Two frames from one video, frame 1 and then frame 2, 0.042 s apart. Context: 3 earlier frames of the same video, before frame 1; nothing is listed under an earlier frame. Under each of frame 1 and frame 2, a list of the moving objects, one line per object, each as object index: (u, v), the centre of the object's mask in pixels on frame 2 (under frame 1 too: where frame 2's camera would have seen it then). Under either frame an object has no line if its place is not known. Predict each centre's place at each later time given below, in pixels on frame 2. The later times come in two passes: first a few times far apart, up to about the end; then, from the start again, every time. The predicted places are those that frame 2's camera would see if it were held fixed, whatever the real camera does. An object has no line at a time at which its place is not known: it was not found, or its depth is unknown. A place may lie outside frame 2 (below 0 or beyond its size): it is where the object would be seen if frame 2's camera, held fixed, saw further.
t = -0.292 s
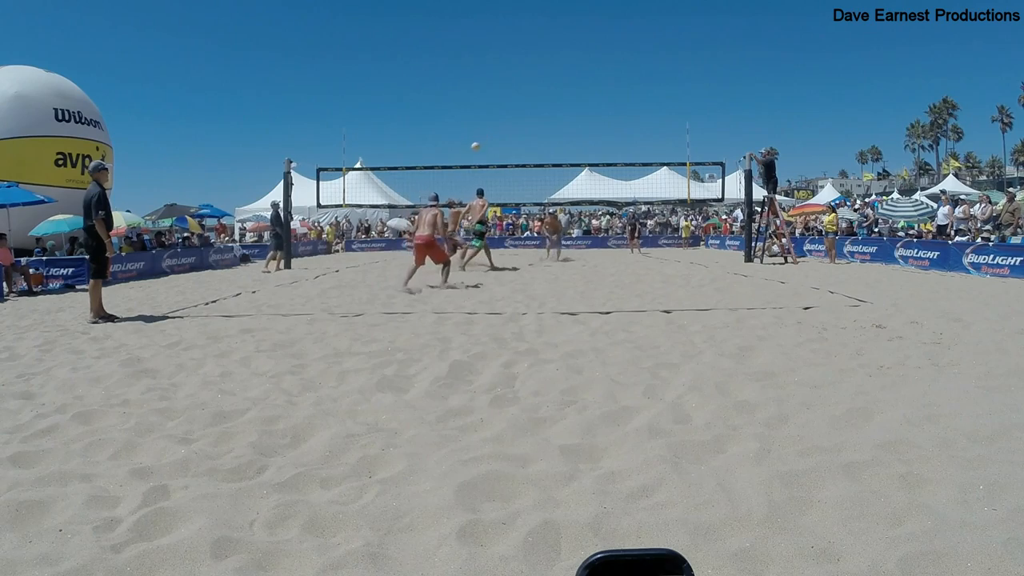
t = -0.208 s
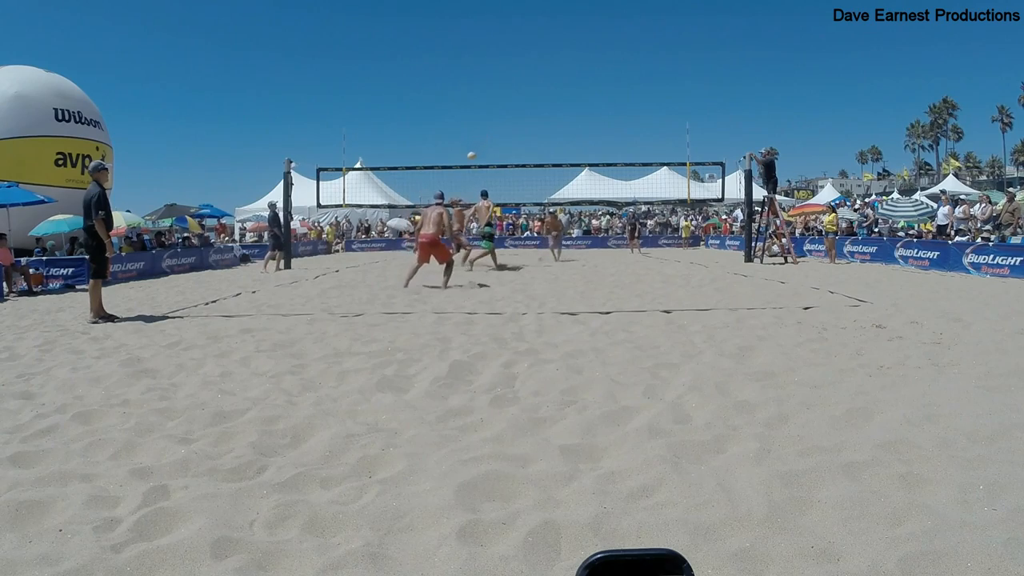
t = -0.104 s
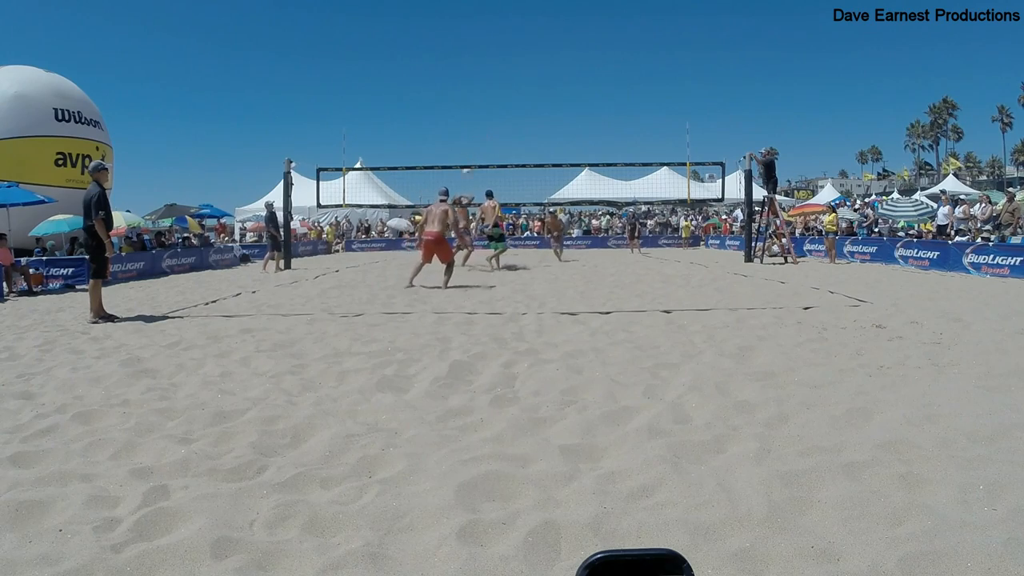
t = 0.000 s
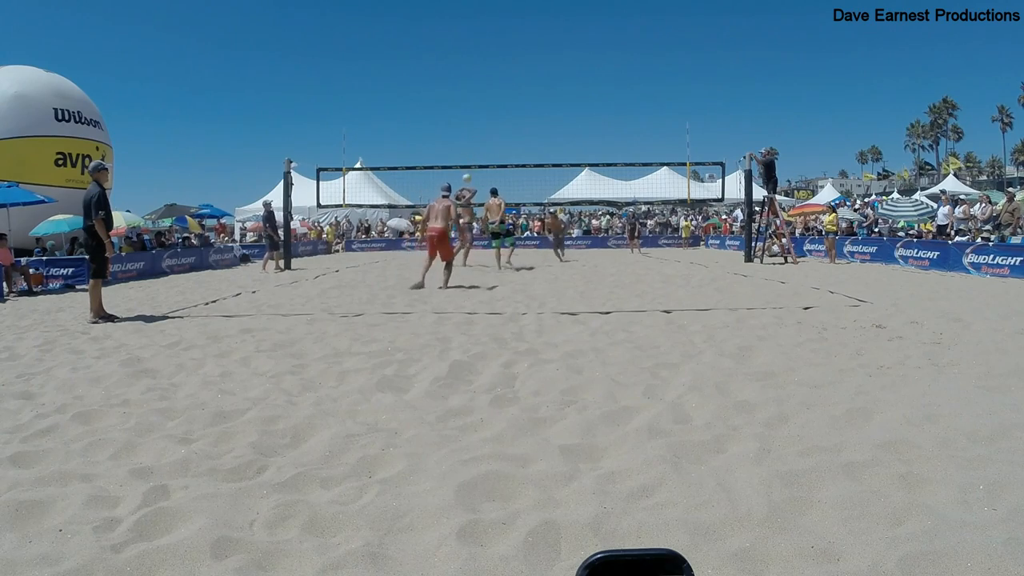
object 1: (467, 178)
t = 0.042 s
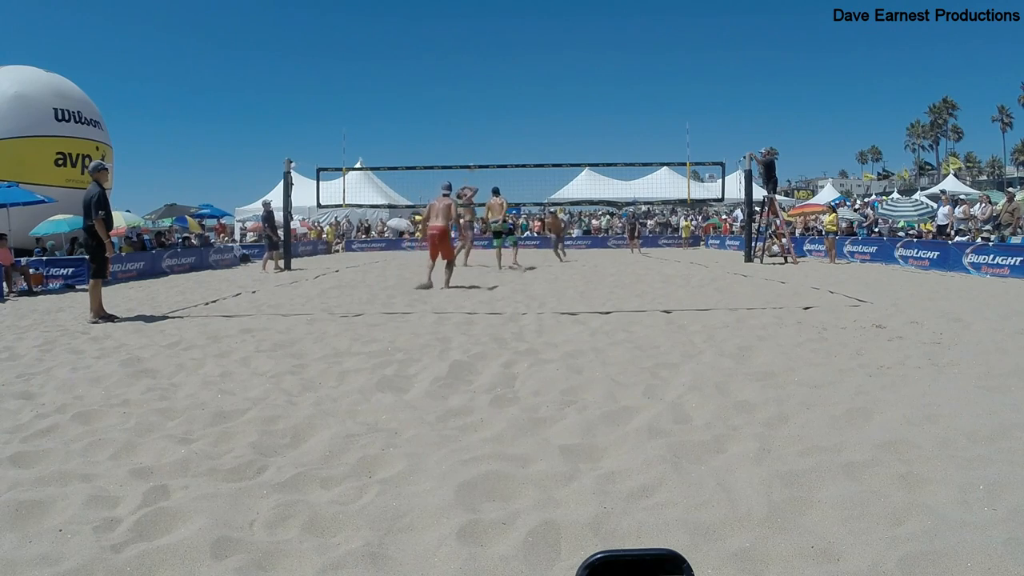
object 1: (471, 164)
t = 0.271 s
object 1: (495, 125)
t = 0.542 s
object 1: (522, 103)
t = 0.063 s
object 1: (473, 161)
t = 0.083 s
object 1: (475, 156)
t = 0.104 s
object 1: (477, 154)
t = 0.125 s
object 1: (479, 149)
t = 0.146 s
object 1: (481, 145)
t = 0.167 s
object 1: (483, 141)
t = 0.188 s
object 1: (486, 138)
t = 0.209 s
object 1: (488, 134)
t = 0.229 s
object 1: (490, 131)
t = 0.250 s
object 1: (493, 128)
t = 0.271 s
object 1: (495, 125)
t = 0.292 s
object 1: (497, 122)
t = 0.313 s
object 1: (499, 120)
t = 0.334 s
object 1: (501, 117)
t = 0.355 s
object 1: (503, 115)
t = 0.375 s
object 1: (505, 113)
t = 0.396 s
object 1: (507, 111)
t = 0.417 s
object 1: (509, 110)
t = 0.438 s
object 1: (511, 108)
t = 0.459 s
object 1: (513, 107)
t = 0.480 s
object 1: (516, 105)
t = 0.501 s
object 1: (518, 105)
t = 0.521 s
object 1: (520, 104)
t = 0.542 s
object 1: (522, 103)
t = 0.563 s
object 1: (525, 102)
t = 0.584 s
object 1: (526, 102)
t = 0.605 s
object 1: (528, 102)
